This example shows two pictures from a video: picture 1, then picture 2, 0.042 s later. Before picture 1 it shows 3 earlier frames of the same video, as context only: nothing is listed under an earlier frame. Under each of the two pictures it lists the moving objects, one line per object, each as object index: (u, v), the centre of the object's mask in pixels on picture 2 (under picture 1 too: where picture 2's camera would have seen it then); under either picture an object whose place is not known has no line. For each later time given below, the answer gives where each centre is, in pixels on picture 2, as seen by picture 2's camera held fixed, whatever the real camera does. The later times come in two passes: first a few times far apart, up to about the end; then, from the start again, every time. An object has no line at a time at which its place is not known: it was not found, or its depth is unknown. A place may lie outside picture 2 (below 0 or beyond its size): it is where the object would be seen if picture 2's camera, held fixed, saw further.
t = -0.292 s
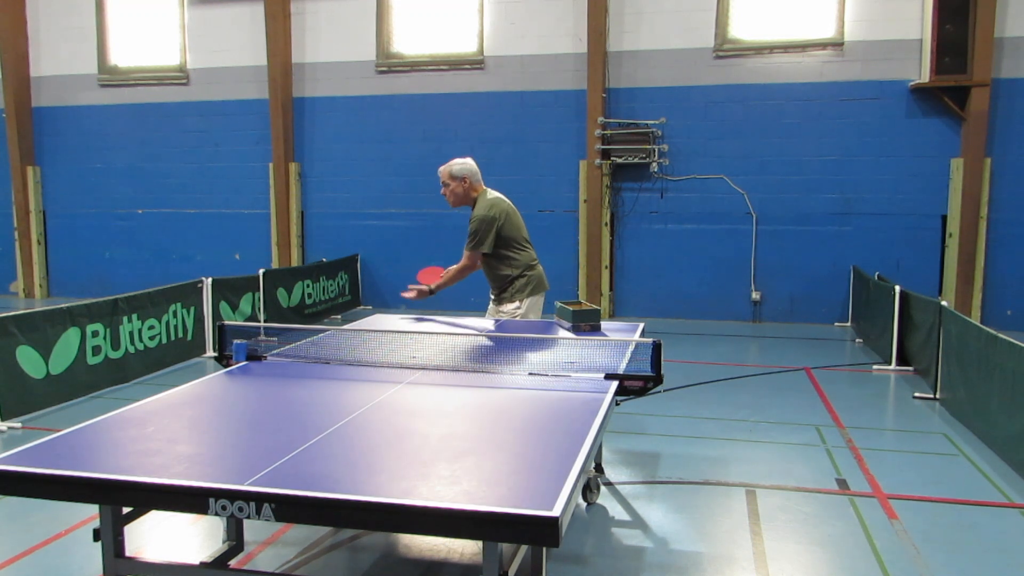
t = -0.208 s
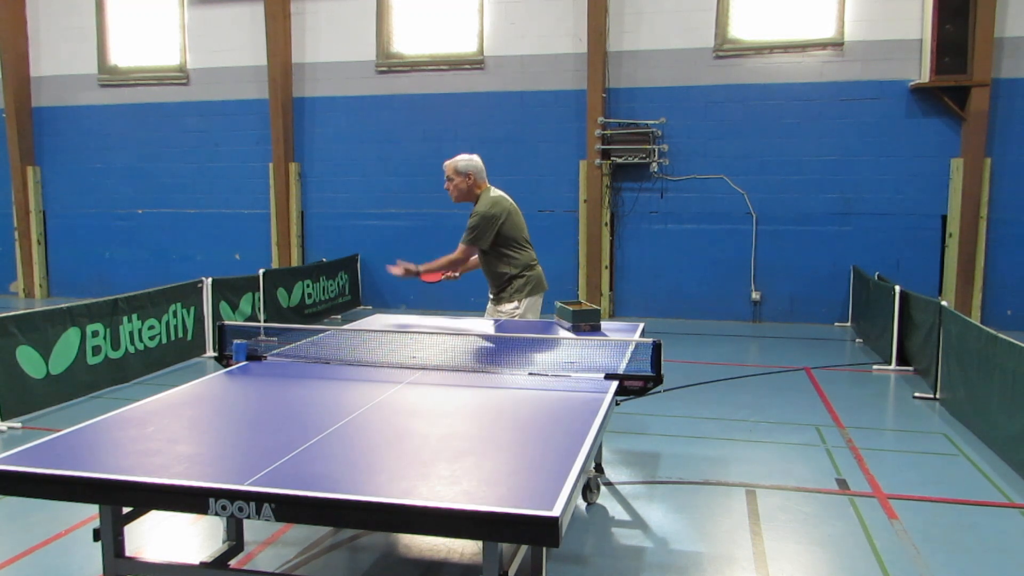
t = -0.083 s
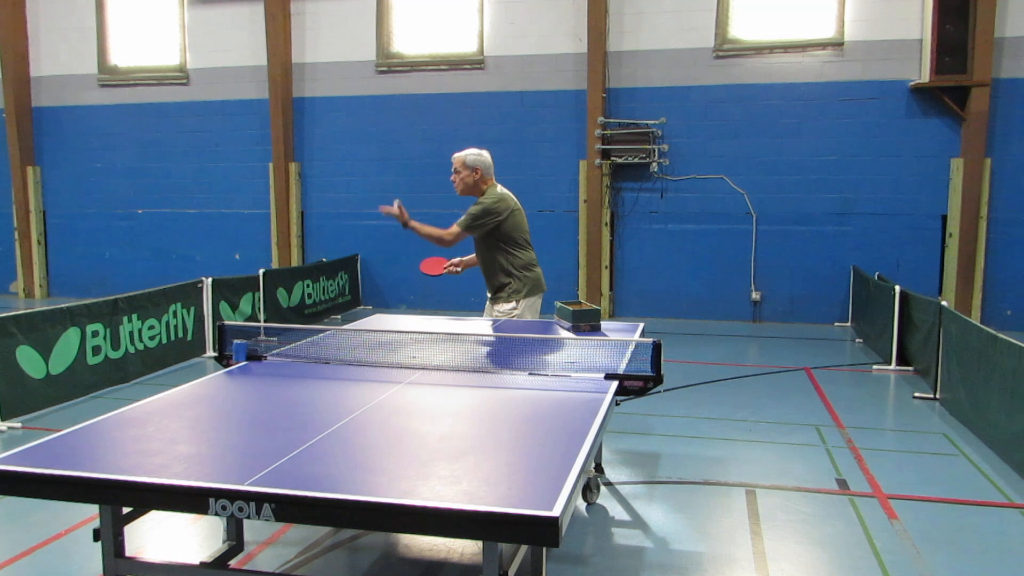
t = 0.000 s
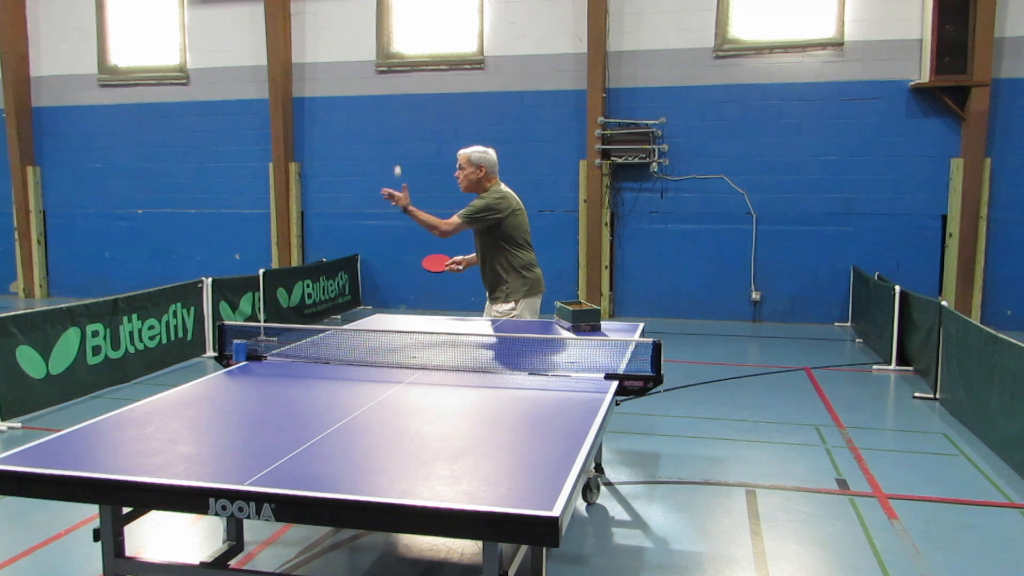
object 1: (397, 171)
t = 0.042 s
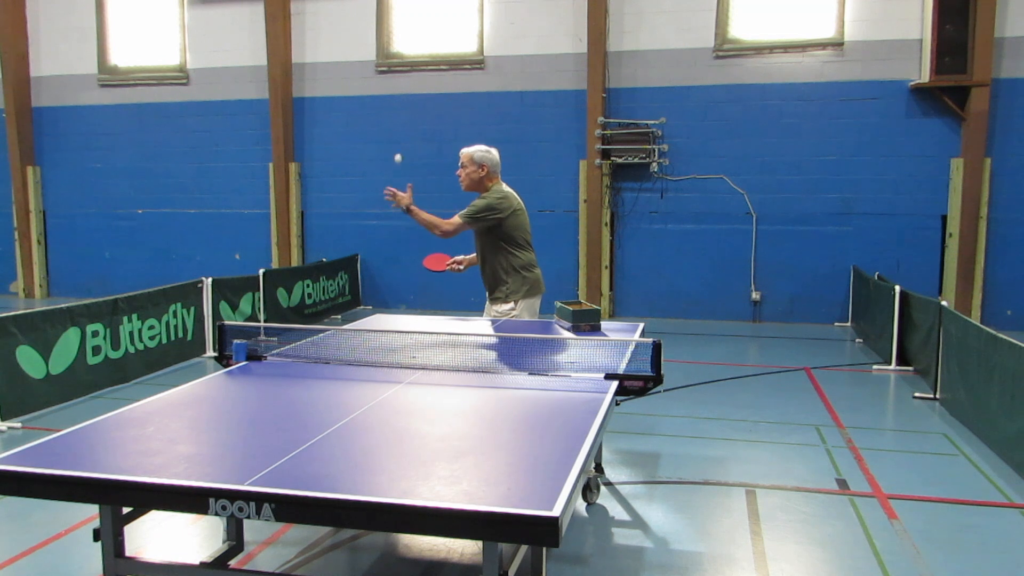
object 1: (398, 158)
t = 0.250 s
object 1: (400, 140)
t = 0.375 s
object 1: (402, 164)
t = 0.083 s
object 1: (398, 149)
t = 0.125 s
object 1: (399, 142)
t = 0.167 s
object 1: (399, 138)
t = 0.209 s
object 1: (399, 138)
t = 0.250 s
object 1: (400, 140)
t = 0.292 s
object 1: (401, 145)
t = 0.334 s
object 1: (401, 153)
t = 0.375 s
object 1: (402, 164)
